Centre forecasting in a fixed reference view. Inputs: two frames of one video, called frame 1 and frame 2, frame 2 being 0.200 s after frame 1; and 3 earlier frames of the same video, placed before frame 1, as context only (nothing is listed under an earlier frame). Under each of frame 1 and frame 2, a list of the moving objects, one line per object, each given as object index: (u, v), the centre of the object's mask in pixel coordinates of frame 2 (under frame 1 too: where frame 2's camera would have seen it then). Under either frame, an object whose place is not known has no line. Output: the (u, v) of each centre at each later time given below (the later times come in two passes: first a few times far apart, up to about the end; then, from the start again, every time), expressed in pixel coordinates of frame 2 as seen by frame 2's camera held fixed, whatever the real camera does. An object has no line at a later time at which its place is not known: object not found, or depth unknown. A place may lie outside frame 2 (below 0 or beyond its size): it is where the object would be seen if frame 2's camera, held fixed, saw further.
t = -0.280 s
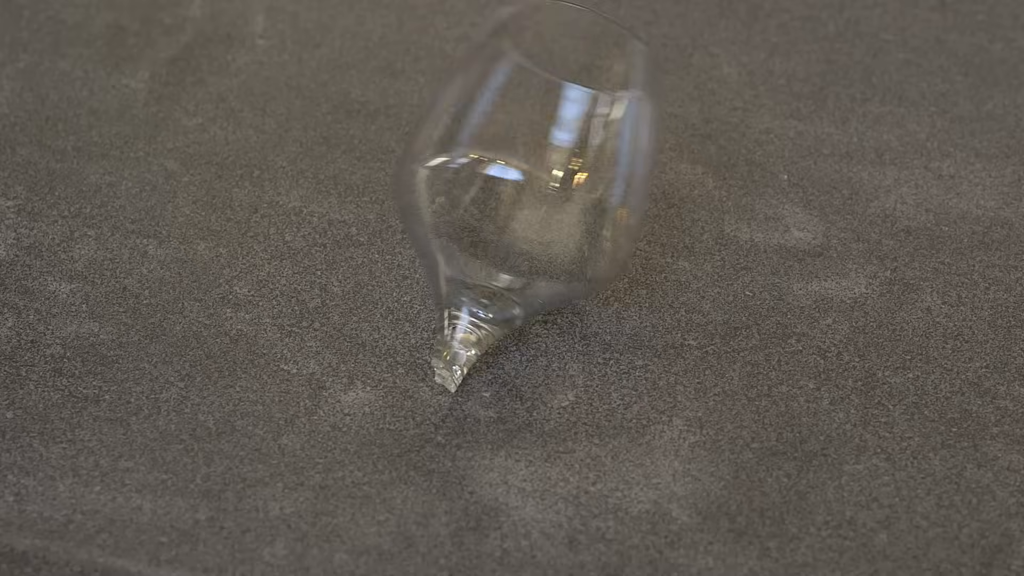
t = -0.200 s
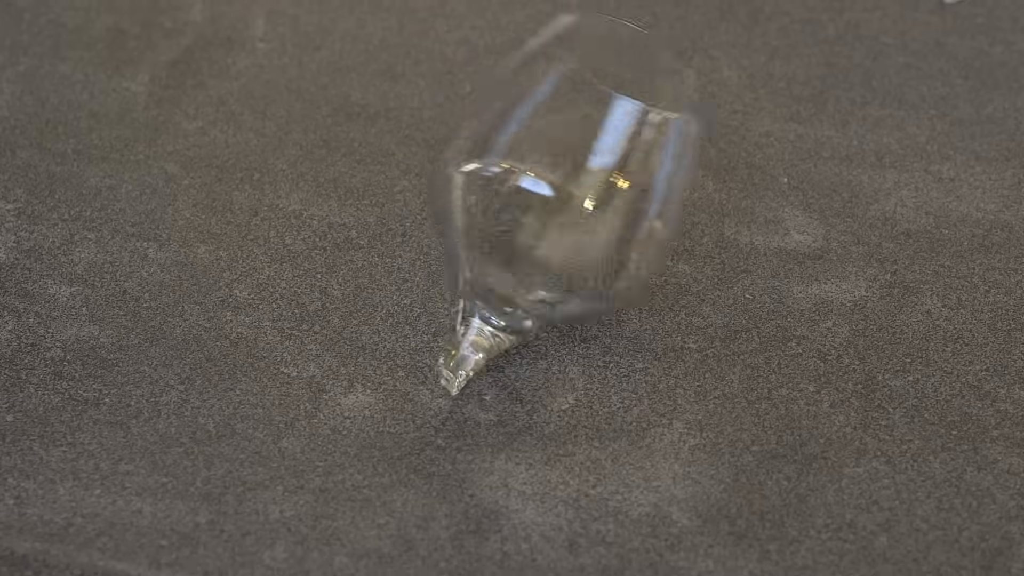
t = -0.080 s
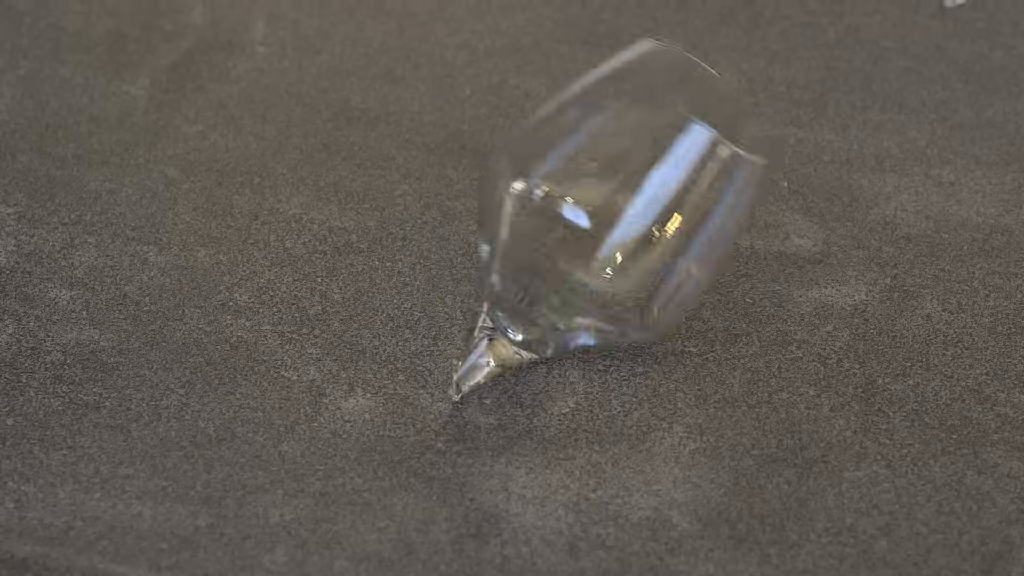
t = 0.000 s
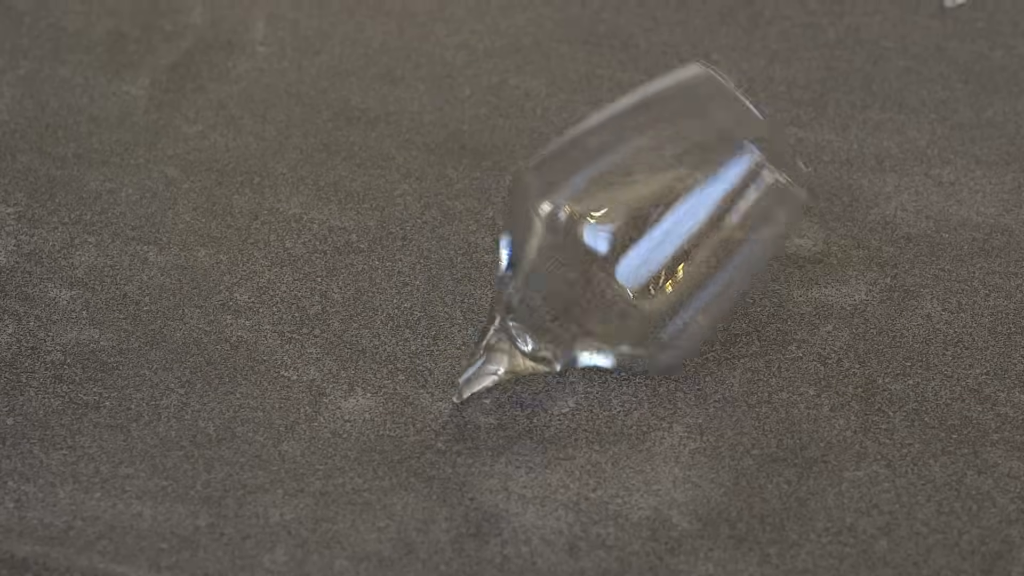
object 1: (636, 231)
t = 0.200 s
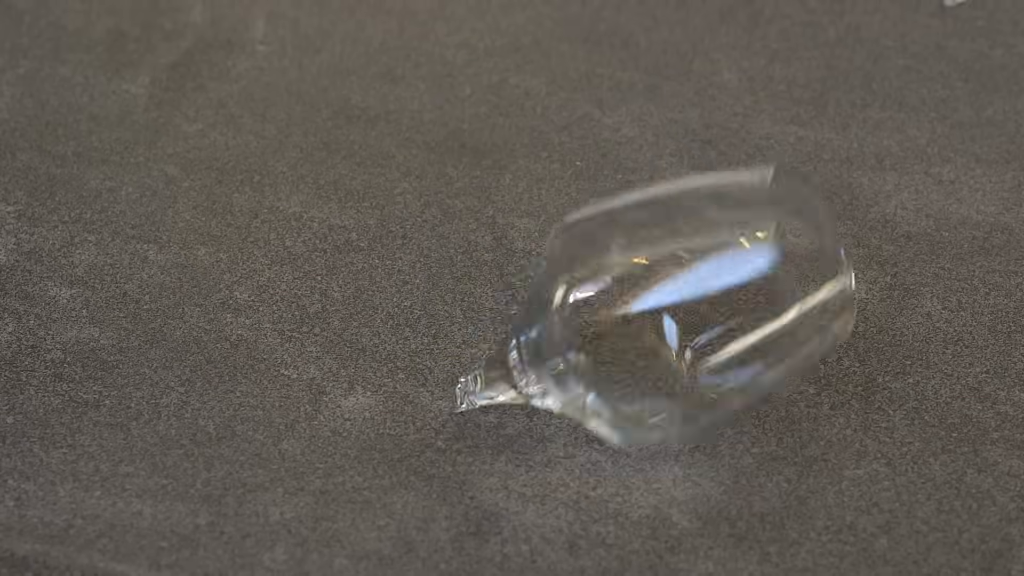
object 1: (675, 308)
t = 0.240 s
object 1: (671, 327)
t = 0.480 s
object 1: (544, 403)
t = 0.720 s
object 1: (421, 417)
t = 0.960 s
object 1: (331, 405)
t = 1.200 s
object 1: (251, 377)
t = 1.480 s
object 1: (204, 304)
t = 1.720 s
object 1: (261, 215)
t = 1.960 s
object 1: (387, 172)
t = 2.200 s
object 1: (490, 173)
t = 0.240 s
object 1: (671, 327)
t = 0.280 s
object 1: (661, 345)
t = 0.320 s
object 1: (644, 361)
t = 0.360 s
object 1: (624, 376)
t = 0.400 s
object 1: (598, 387)
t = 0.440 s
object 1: (573, 395)
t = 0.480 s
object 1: (544, 403)
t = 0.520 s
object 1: (516, 407)
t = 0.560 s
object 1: (490, 411)
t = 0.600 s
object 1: (468, 414)
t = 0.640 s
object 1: (451, 415)
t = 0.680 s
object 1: (436, 415)
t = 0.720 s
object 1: (421, 417)
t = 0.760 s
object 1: (407, 416)
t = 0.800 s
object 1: (392, 414)
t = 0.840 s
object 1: (376, 413)
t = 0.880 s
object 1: (362, 411)
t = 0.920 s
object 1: (346, 408)
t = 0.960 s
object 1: (331, 405)
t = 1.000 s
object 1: (317, 400)
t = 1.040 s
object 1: (302, 397)
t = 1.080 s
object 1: (288, 393)
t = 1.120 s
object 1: (276, 388)
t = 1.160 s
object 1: (263, 383)
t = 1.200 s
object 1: (251, 377)
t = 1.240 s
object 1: (240, 370)
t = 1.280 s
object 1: (229, 361)
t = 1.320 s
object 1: (220, 353)
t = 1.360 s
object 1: (213, 343)
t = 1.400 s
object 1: (209, 332)
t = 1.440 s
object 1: (205, 320)
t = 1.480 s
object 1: (204, 304)
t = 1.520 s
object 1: (207, 291)
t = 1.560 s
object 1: (212, 277)
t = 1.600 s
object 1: (220, 261)
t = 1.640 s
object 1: (229, 246)
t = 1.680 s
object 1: (243, 231)
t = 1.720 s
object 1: (261, 215)
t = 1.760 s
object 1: (282, 204)
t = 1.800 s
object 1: (303, 194)
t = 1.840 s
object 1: (328, 185)
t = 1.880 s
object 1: (347, 180)
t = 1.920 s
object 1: (369, 175)
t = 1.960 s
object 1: (387, 172)
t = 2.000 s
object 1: (409, 170)
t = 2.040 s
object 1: (429, 169)
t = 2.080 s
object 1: (447, 169)
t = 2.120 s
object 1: (462, 170)
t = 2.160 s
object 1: (477, 170)
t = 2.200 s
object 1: (490, 173)
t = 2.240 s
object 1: (504, 173)
